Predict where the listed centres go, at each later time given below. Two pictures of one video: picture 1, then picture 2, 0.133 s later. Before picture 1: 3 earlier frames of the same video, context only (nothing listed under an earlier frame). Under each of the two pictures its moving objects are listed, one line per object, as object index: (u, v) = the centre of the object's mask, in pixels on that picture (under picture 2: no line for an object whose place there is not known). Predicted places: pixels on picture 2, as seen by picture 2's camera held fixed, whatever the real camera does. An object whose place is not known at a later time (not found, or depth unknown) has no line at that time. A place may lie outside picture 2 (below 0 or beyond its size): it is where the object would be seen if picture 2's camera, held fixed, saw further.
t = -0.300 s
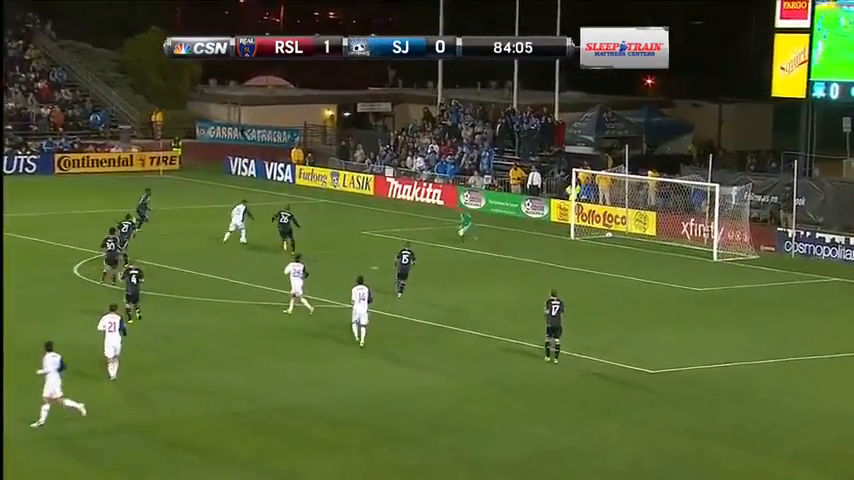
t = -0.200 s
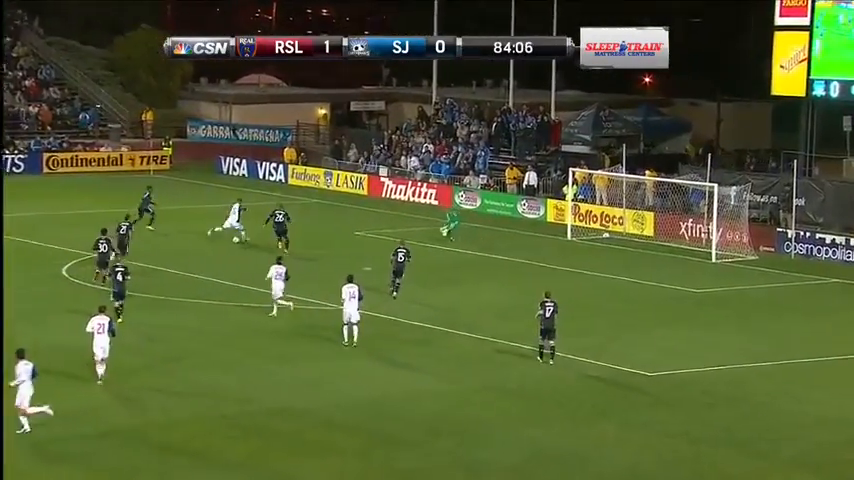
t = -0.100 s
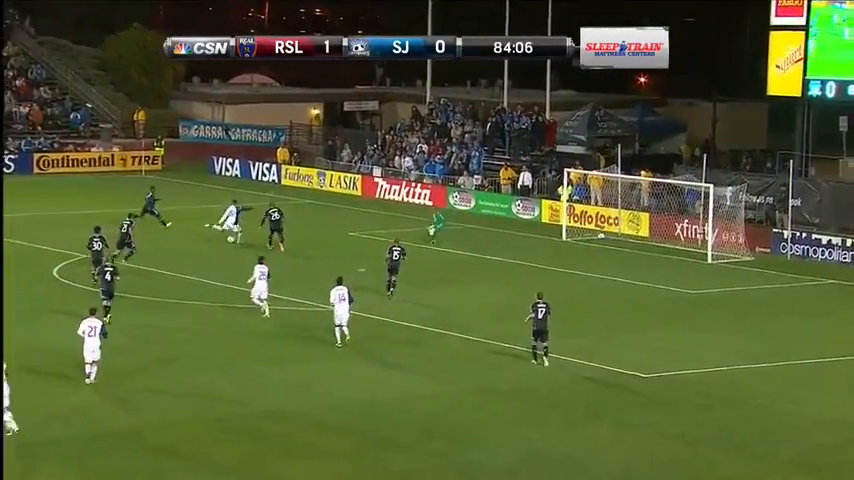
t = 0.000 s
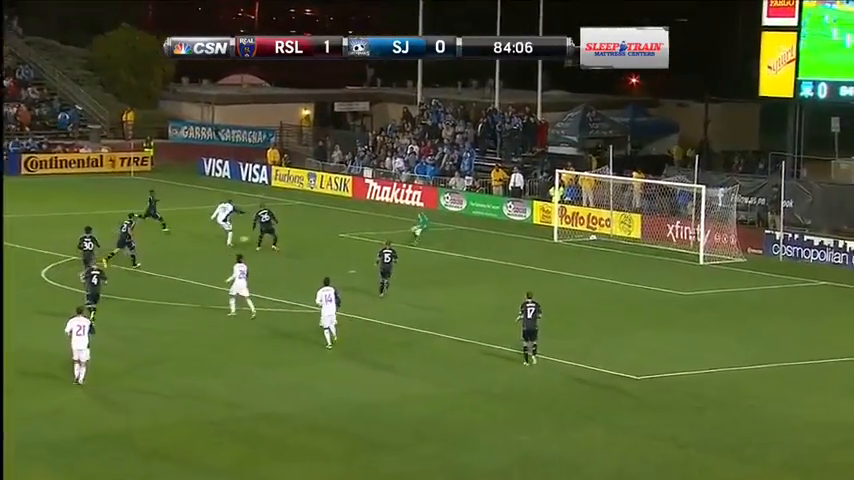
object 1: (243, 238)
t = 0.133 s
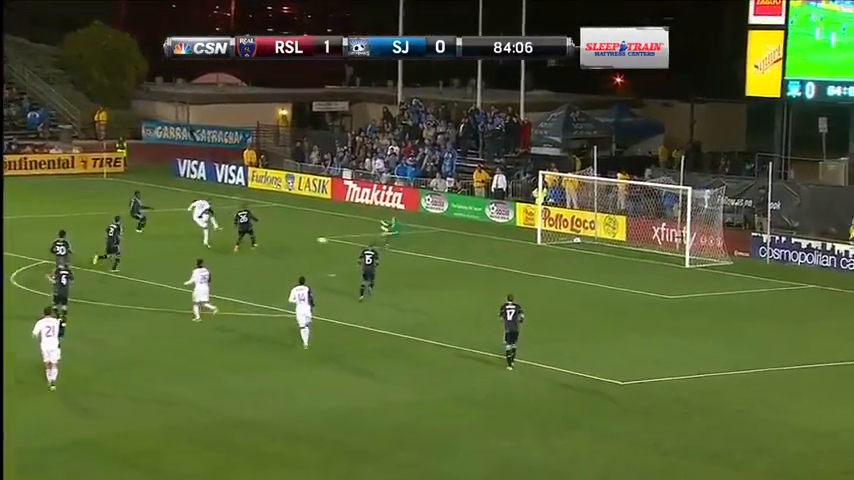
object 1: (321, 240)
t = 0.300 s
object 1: (440, 244)
